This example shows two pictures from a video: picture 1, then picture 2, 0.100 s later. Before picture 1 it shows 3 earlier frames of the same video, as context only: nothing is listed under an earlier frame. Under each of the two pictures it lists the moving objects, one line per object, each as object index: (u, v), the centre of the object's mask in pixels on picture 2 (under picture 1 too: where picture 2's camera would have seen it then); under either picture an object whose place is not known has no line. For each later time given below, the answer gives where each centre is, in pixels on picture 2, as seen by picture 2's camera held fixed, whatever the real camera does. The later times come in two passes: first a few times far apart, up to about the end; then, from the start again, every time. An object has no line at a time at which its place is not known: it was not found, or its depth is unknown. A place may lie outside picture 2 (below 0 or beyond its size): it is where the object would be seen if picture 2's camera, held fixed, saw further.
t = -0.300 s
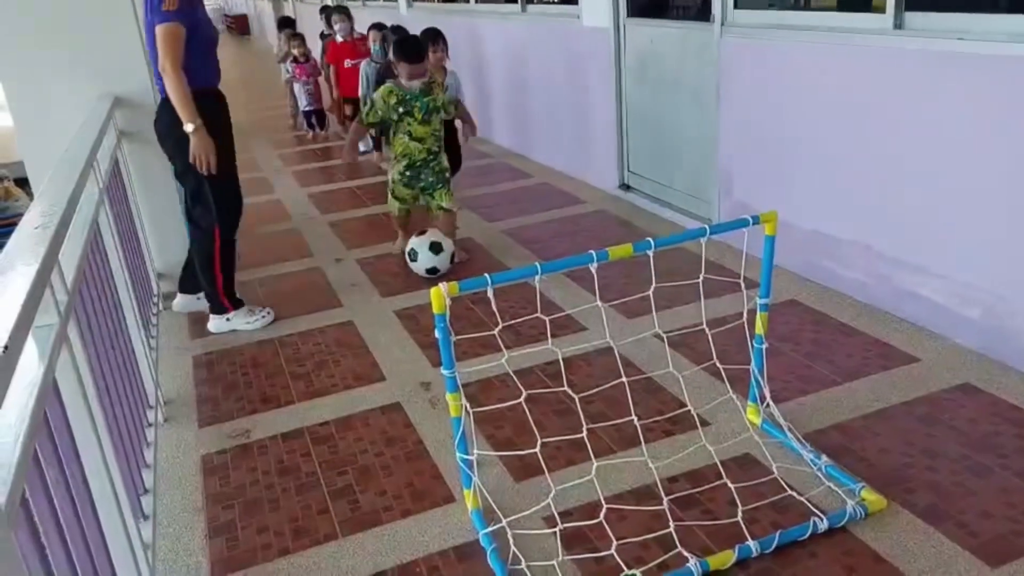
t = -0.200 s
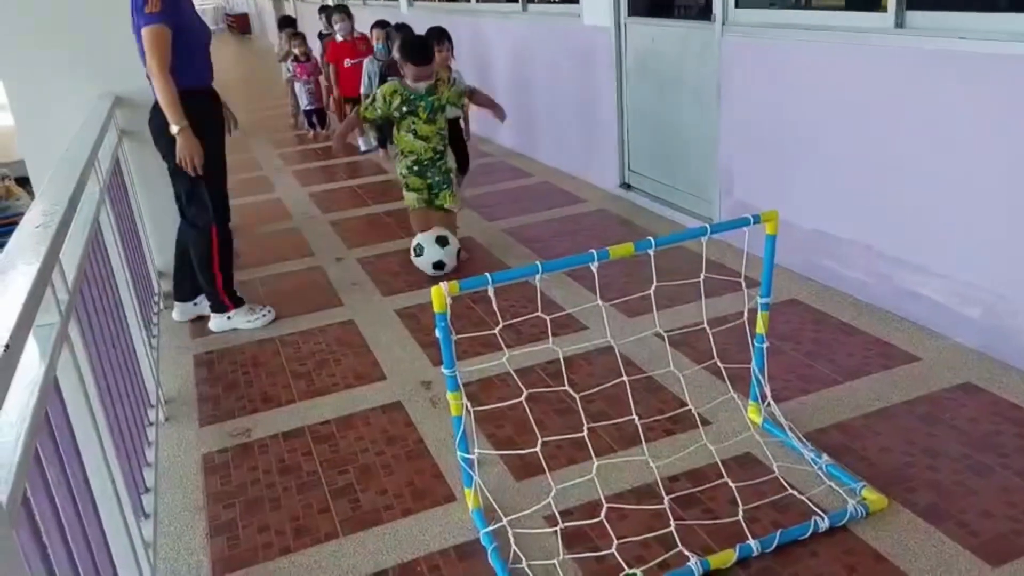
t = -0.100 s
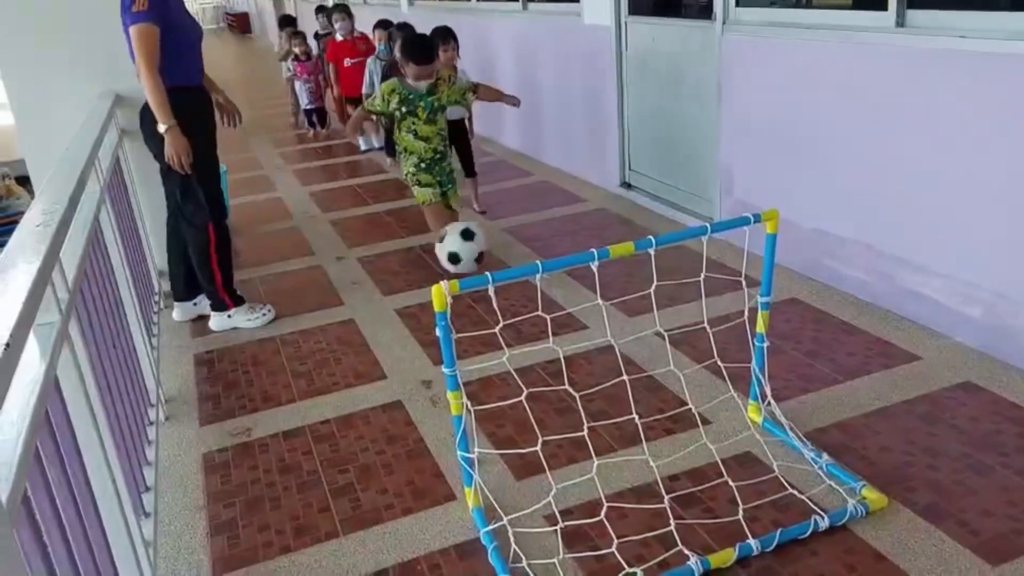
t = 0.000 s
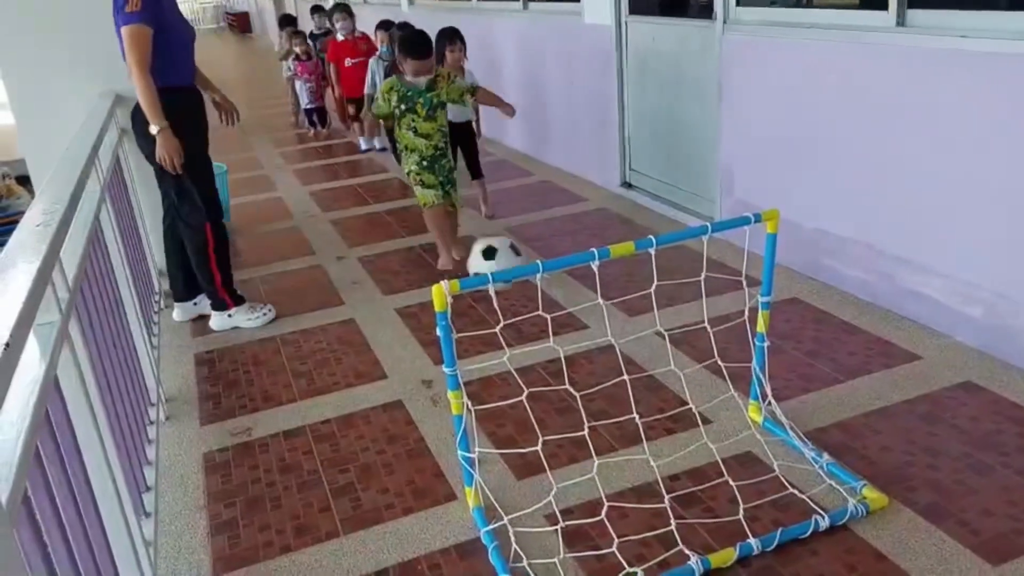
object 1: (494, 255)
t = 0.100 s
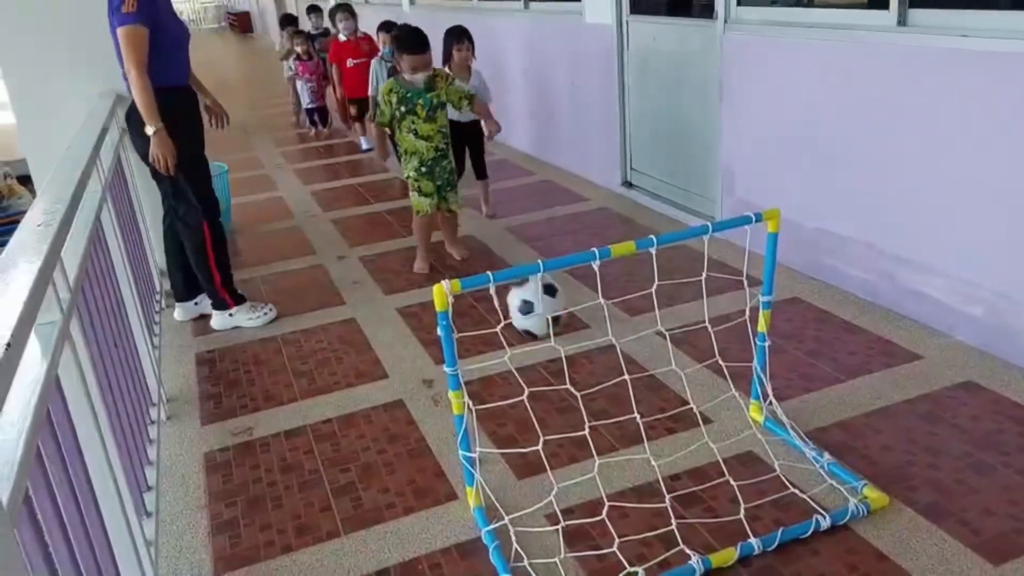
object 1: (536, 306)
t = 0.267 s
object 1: (585, 317)
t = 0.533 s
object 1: (662, 371)
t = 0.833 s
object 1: (761, 417)
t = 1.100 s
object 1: (764, 443)
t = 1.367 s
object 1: (735, 453)
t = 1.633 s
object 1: (706, 459)
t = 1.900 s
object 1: (681, 465)
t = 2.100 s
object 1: (667, 468)
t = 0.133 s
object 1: (546, 306)
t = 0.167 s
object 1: (555, 304)
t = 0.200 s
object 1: (565, 306)
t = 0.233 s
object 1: (574, 311)
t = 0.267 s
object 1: (585, 317)
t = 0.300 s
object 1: (596, 328)
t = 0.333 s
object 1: (608, 342)
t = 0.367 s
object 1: (616, 344)
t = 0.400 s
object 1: (627, 344)
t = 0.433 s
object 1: (633, 347)
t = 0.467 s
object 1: (641, 353)
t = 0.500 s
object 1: (652, 362)
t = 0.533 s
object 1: (662, 371)
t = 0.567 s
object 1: (673, 372)
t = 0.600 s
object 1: (683, 376)
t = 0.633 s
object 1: (694, 384)
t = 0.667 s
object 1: (707, 394)
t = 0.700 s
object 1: (718, 395)
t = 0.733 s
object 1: (728, 398)
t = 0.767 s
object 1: (740, 407)
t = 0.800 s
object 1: (753, 414)
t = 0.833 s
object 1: (761, 417)
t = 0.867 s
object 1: (769, 424)
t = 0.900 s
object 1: (774, 427)
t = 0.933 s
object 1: (775, 431)
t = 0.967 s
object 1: (774, 434)
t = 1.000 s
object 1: (773, 437)
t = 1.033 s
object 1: (770, 440)
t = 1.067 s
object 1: (767, 441)
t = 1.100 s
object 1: (764, 443)
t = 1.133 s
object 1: (760, 444)
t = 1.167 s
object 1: (756, 445)
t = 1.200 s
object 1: (751, 446)
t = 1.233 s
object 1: (747, 449)
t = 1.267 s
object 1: (744, 450)
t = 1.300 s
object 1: (740, 452)
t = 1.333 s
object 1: (738, 452)
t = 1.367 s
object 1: (735, 453)
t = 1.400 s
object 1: (732, 454)
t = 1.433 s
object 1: (729, 454)
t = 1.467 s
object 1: (726, 454)
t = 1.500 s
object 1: (721, 456)
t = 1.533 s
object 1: (717, 457)
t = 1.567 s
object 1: (712, 458)
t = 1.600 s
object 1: (709, 458)
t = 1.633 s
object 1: (706, 459)
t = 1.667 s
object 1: (703, 460)
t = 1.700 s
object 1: (699, 460)
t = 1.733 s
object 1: (696, 461)
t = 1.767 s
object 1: (692, 462)
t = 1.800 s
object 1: (690, 462)
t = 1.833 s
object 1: (687, 463)
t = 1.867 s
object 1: (683, 464)
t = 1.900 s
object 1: (681, 465)
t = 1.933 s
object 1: (679, 466)
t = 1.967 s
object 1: (677, 466)
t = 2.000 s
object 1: (674, 467)
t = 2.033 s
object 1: (672, 467)
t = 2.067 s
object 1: (669, 467)
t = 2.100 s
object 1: (667, 468)
